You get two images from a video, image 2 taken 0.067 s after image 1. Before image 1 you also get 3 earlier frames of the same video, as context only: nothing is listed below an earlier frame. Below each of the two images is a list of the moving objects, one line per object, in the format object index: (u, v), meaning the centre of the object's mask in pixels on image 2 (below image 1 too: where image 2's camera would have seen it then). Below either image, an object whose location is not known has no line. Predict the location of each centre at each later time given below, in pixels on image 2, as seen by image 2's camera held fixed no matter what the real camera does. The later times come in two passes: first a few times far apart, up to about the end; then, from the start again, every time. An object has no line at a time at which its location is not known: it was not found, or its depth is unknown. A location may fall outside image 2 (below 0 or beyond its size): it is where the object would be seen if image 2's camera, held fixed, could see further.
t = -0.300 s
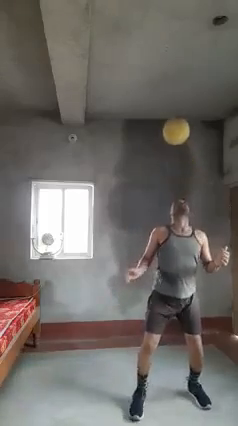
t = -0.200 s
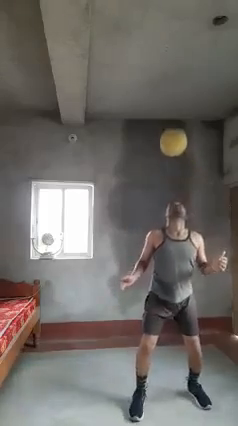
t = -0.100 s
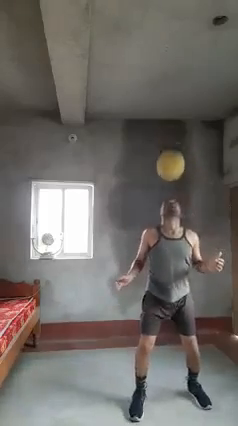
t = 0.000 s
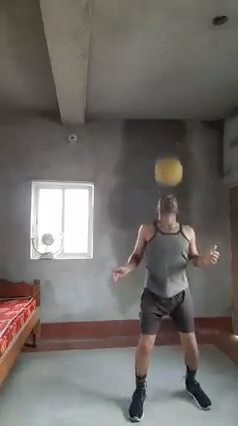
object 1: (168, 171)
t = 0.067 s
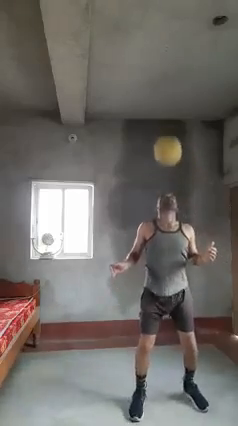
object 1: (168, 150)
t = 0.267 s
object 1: (165, 122)
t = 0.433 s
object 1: (163, 134)
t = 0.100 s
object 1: (167, 142)
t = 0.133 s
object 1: (167, 135)
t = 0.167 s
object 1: (166, 131)
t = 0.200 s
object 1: (166, 126)
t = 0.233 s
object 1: (165, 124)
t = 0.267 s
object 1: (165, 122)
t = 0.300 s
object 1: (165, 122)
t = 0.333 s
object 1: (164, 123)
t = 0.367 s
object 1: (164, 125)
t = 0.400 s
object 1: (163, 129)
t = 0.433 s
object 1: (163, 134)
